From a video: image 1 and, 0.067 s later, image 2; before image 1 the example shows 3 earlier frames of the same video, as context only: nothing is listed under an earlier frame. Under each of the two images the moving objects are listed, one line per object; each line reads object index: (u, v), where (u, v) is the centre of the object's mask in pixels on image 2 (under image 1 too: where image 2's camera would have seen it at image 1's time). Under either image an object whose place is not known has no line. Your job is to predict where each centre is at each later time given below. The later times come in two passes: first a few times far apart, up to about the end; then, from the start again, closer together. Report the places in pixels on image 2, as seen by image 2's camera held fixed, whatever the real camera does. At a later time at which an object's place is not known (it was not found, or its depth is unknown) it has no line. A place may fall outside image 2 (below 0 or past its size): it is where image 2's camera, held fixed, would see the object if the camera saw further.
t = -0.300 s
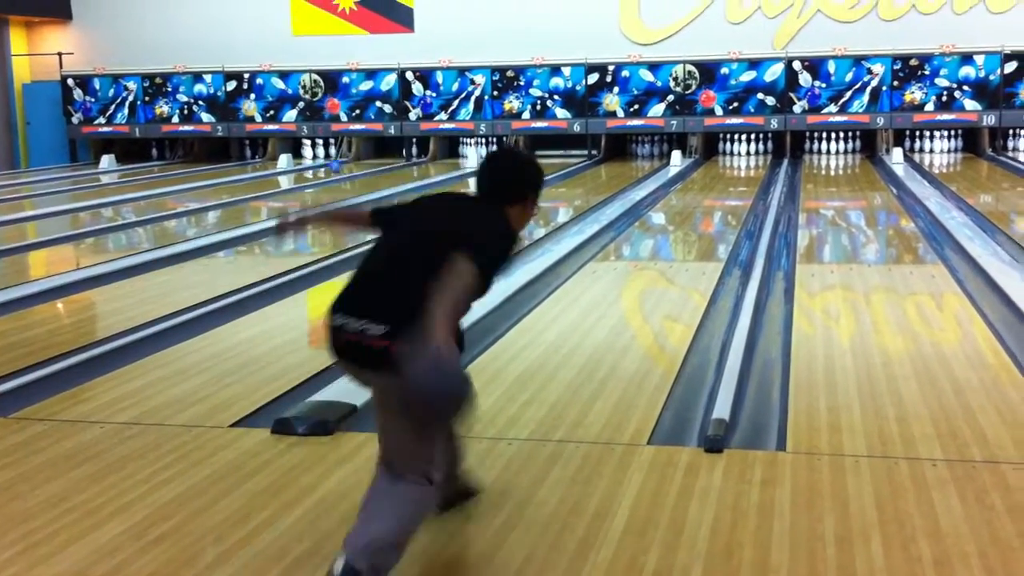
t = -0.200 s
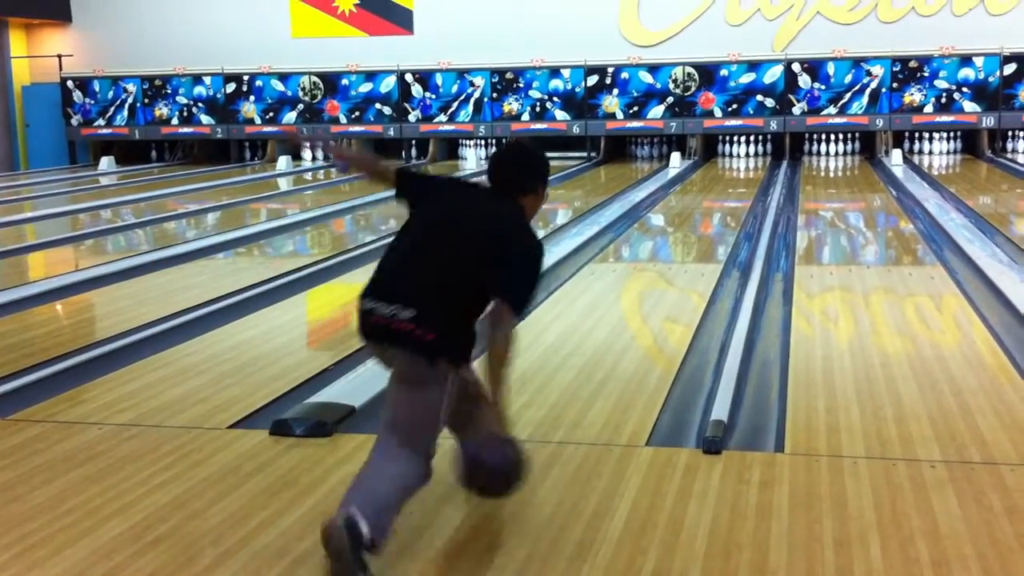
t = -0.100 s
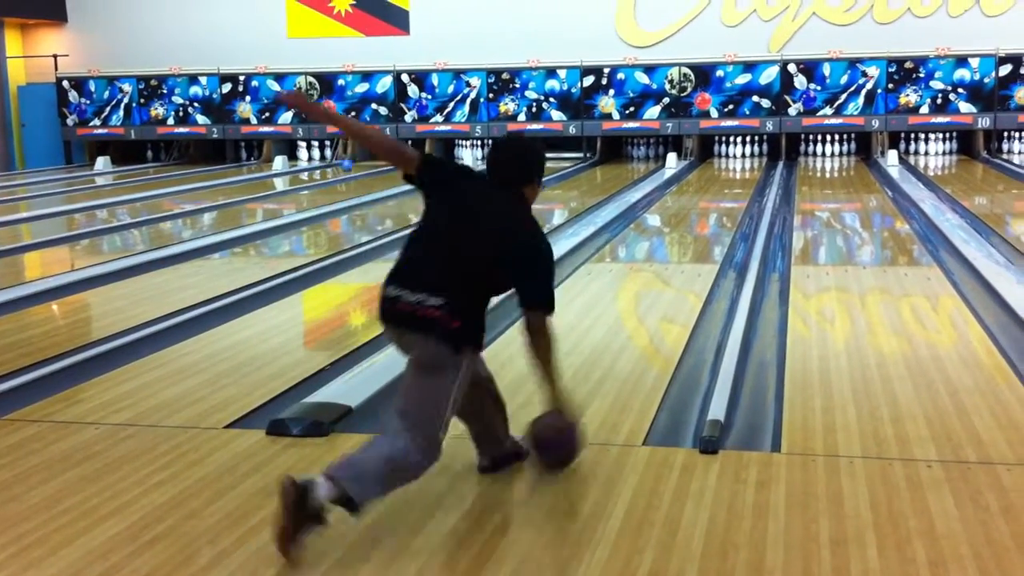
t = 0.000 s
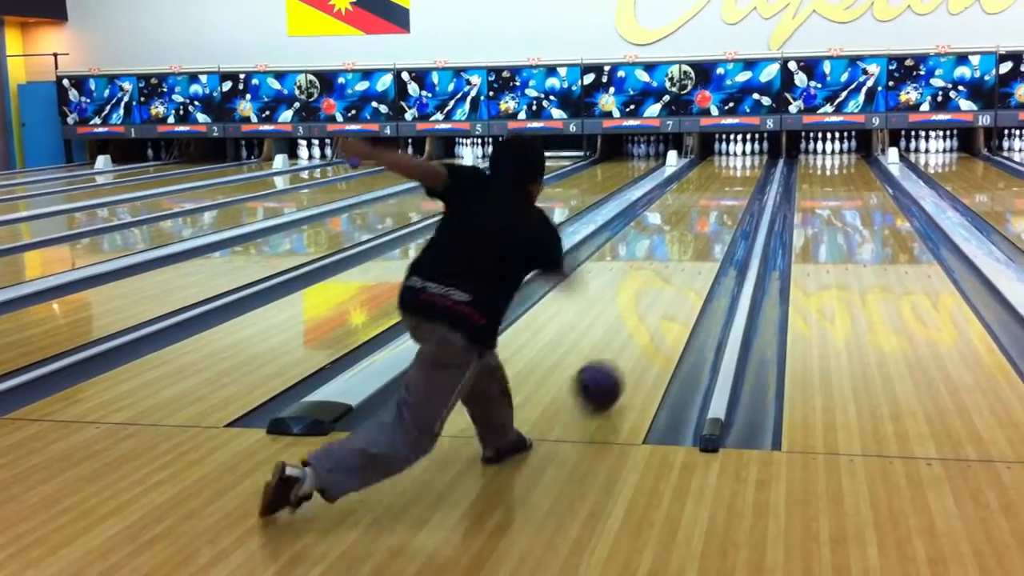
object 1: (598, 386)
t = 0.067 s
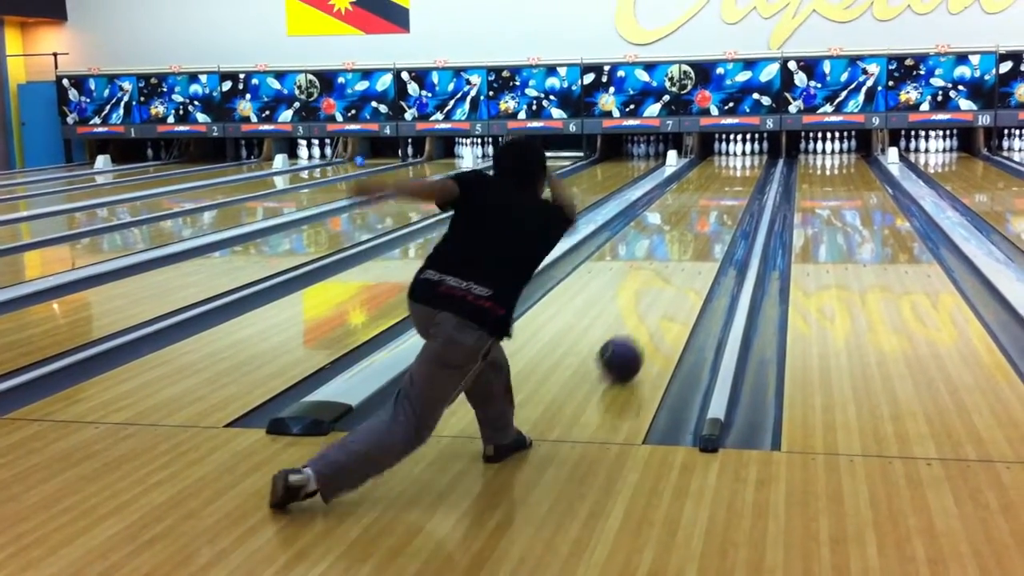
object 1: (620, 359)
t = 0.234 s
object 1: (662, 308)
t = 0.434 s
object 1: (695, 266)
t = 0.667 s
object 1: (720, 233)
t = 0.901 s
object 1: (737, 210)
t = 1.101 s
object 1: (748, 196)
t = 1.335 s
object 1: (761, 186)
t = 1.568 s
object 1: (763, 180)
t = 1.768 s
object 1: (767, 168)
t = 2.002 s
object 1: (770, 162)
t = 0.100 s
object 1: (630, 347)
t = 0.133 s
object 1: (639, 336)
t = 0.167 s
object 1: (648, 325)
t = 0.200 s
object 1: (655, 316)
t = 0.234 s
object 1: (662, 308)
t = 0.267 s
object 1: (669, 299)
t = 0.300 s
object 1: (675, 292)
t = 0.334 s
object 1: (681, 284)
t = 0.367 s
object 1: (685, 278)
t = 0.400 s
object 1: (690, 271)
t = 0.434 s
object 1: (695, 266)
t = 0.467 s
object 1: (699, 260)
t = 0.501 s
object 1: (703, 255)
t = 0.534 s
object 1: (706, 250)
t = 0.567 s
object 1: (710, 246)
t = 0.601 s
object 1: (714, 241)
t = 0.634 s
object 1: (716, 237)
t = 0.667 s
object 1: (720, 233)
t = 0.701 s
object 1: (722, 229)
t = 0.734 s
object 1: (725, 225)
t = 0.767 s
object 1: (728, 222)
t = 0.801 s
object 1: (730, 219)
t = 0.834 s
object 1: (733, 216)
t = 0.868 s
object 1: (735, 213)
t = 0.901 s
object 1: (737, 210)
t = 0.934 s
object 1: (738, 208)
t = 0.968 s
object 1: (741, 205)
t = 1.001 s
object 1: (743, 202)
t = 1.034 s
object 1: (745, 200)
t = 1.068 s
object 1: (747, 198)
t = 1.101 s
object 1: (748, 196)
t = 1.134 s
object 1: (751, 194)
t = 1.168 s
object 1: (753, 194)
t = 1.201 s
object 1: (754, 192)
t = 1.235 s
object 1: (756, 193)
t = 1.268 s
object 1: (759, 192)
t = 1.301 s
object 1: (761, 187)
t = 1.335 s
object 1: (761, 186)
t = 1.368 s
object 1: (760, 185)
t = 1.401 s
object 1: (761, 184)
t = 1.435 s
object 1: (761, 183)
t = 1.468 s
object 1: (762, 181)
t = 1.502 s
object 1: (762, 181)
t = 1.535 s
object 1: (763, 179)
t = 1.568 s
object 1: (763, 180)
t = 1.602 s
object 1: (766, 178)
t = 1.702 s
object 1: (764, 174)
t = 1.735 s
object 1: (765, 172)
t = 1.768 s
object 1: (767, 168)
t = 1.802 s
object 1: (767, 168)
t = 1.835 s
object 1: (767, 168)
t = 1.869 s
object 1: (767, 168)
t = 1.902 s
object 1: (766, 166)
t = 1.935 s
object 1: (768, 166)
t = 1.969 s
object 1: (770, 162)
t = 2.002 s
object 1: (770, 162)
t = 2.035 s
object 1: (770, 161)
